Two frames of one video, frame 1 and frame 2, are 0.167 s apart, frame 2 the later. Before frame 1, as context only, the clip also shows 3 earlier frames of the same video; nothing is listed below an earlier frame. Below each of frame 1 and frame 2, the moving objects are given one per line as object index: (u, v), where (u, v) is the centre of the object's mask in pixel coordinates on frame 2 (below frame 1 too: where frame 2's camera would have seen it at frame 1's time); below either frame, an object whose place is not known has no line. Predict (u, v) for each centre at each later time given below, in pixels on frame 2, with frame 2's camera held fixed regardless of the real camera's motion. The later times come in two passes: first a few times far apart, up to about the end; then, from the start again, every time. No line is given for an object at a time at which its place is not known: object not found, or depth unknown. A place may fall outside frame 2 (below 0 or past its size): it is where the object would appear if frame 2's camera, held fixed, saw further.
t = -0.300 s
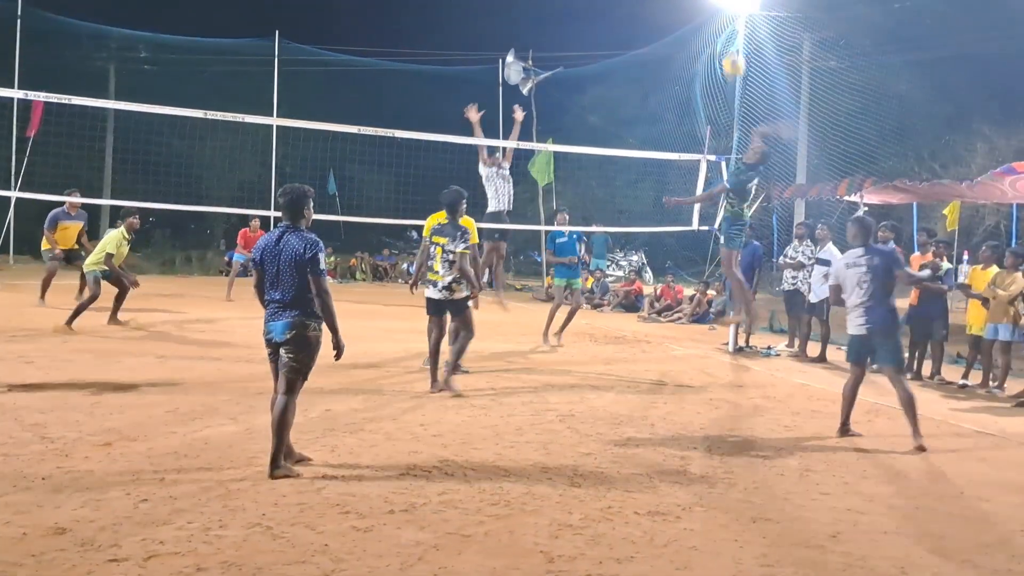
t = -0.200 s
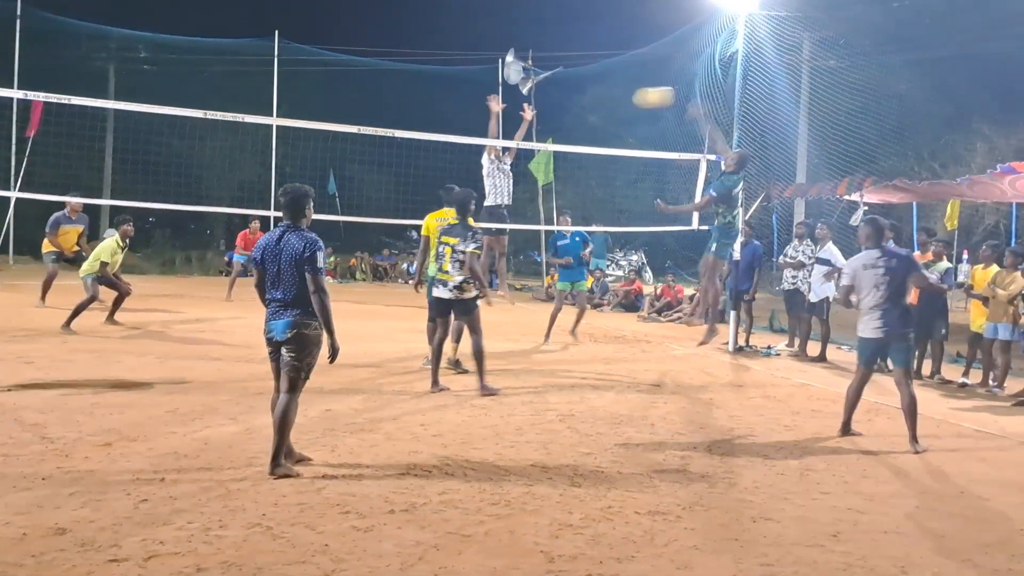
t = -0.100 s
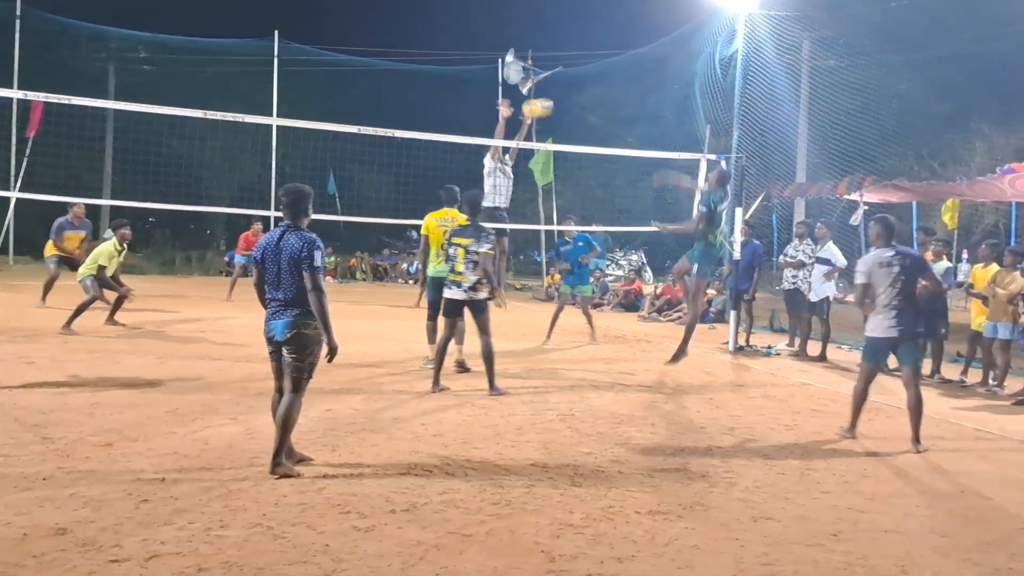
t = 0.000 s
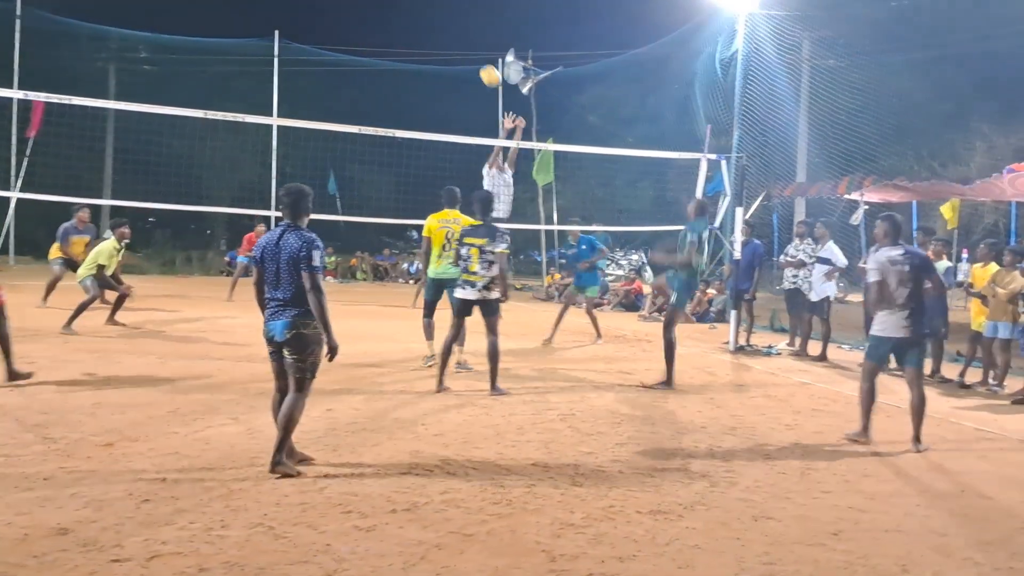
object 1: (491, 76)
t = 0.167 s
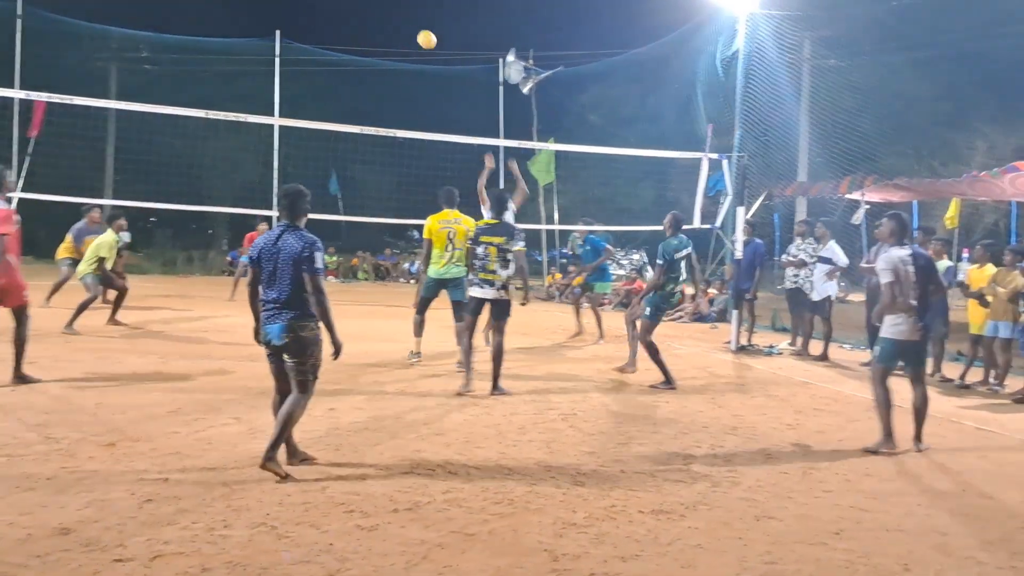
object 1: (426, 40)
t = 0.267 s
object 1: (391, 31)
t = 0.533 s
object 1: (309, 47)
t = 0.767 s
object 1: (248, 98)
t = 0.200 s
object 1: (414, 35)
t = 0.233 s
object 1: (403, 32)
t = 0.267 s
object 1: (391, 31)
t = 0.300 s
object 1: (380, 30)
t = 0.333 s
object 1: (369, 30)
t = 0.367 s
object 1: (359, 31)
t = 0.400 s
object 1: (348, 32)
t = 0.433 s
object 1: (338, 35)
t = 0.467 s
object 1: (328, 38)
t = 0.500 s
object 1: (319, 42)
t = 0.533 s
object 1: (309, 47)
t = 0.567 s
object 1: (300, 52)
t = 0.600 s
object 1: (291, 58)
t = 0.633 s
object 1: (282, 65)
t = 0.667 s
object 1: (273, 72)
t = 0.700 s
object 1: (265, 80)
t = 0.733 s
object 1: (256, 88)
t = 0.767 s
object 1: (248, 98)
